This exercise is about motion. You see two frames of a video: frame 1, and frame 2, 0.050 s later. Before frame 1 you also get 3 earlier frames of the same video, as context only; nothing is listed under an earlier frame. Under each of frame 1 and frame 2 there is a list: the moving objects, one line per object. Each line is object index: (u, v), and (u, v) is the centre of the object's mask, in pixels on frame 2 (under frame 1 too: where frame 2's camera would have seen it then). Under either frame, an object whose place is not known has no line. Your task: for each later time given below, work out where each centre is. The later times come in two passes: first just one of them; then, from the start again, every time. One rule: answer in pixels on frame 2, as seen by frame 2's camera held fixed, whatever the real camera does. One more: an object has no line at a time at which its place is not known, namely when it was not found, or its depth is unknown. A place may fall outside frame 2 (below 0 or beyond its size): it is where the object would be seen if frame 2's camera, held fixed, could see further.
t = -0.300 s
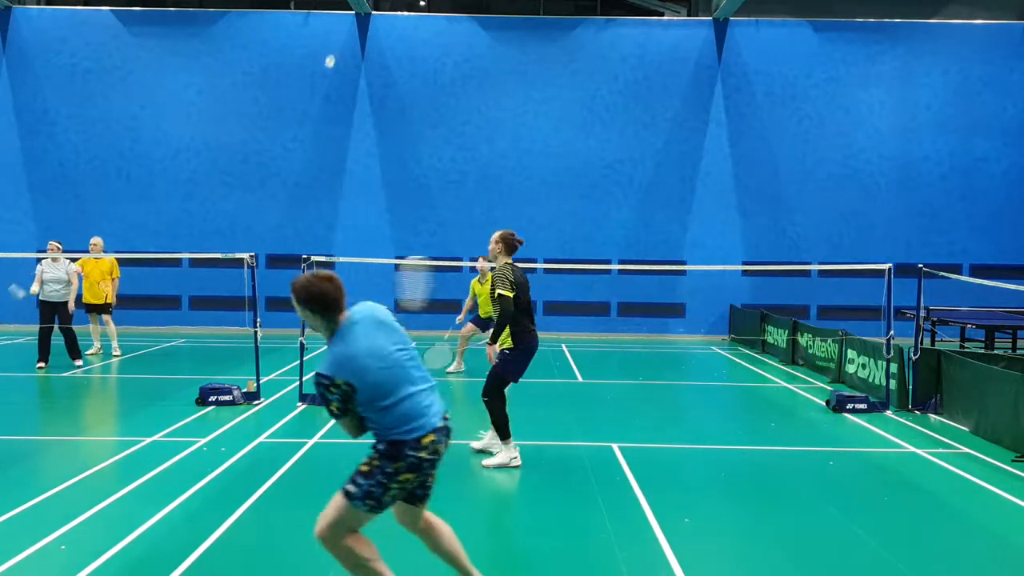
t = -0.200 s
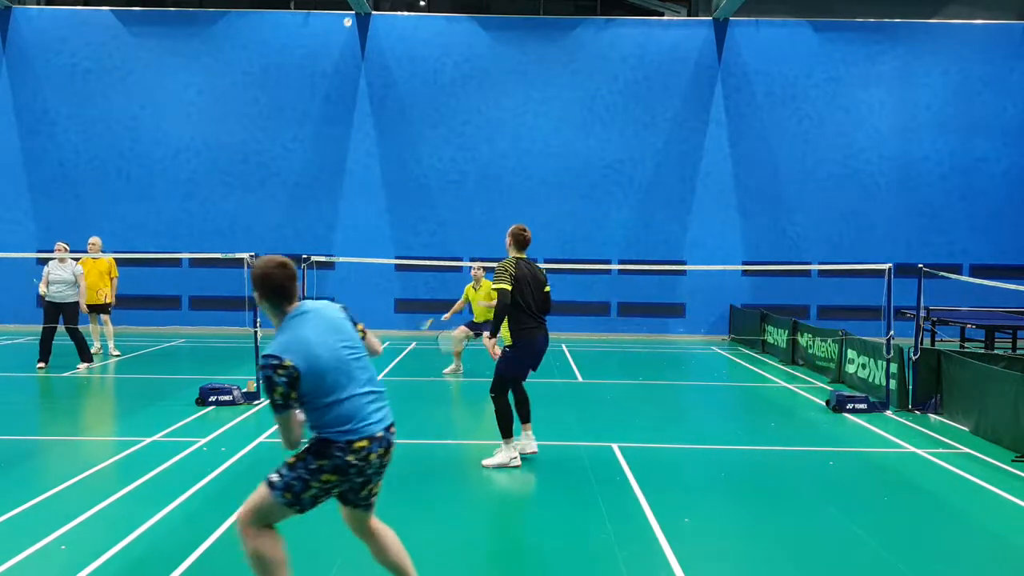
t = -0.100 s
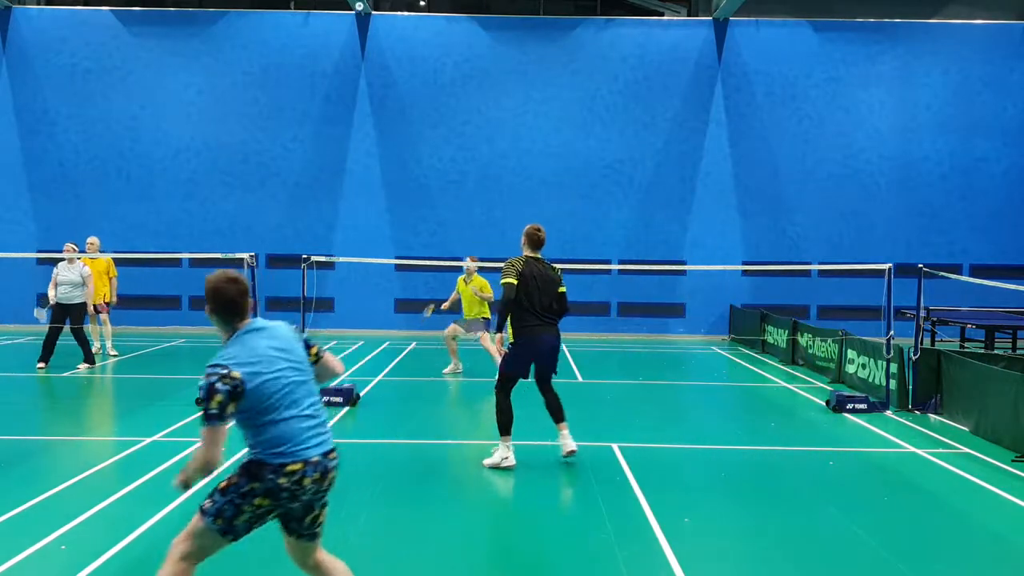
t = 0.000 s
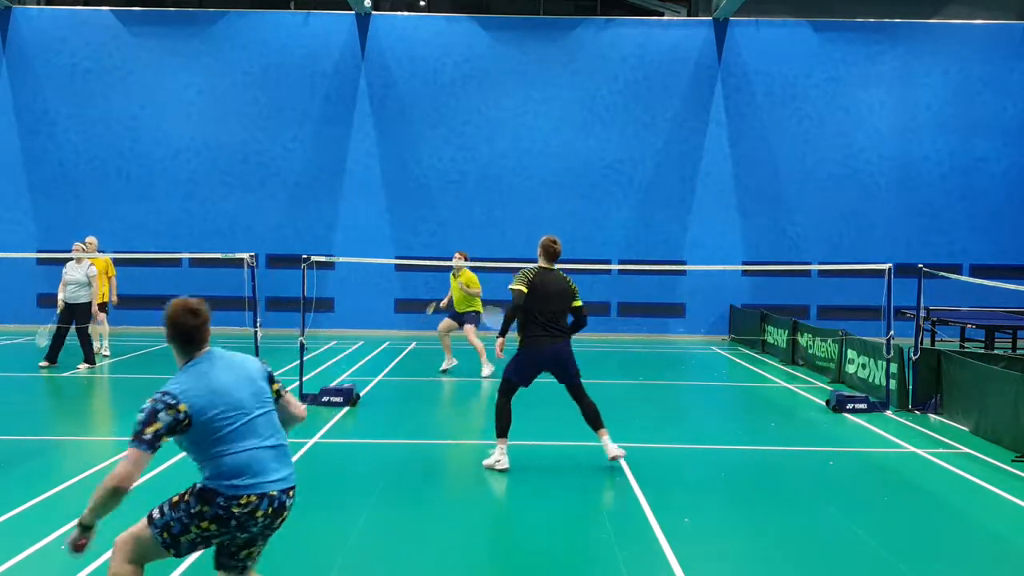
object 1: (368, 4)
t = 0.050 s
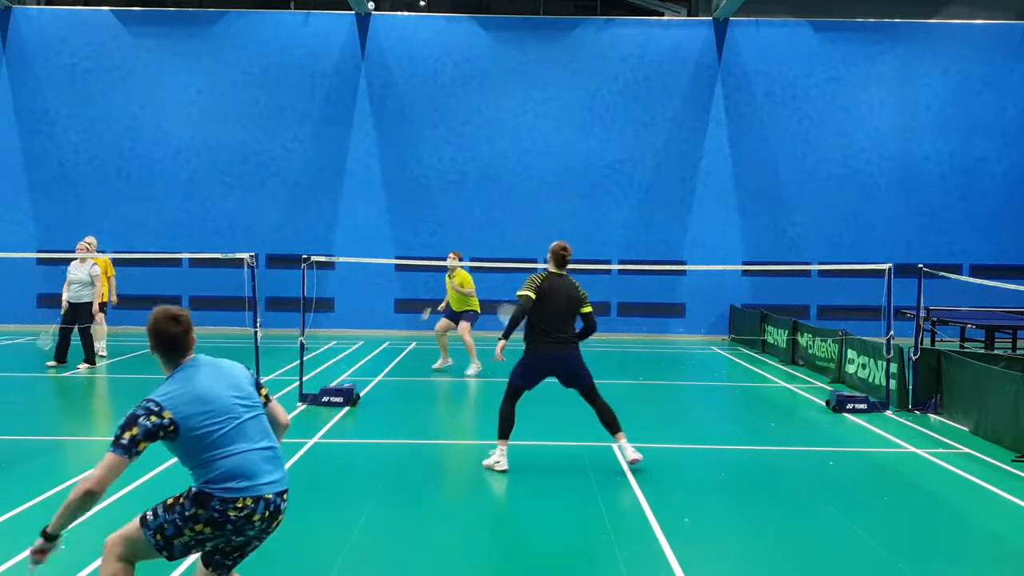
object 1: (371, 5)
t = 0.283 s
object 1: (385, 37)
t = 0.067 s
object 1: (372, 6)
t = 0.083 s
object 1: (373, 7)
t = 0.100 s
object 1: (374, 9)
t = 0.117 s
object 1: (375, 10)
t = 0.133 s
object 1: (376, 12)
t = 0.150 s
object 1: (377, 15)
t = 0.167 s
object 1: (378, 16)
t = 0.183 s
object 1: (379, 19)
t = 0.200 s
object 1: (380, 21)
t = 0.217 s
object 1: (381, 24)
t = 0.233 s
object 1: (383, 28)
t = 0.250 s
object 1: (383, 30)
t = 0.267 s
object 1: (384, 34)
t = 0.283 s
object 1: (385, 37)
